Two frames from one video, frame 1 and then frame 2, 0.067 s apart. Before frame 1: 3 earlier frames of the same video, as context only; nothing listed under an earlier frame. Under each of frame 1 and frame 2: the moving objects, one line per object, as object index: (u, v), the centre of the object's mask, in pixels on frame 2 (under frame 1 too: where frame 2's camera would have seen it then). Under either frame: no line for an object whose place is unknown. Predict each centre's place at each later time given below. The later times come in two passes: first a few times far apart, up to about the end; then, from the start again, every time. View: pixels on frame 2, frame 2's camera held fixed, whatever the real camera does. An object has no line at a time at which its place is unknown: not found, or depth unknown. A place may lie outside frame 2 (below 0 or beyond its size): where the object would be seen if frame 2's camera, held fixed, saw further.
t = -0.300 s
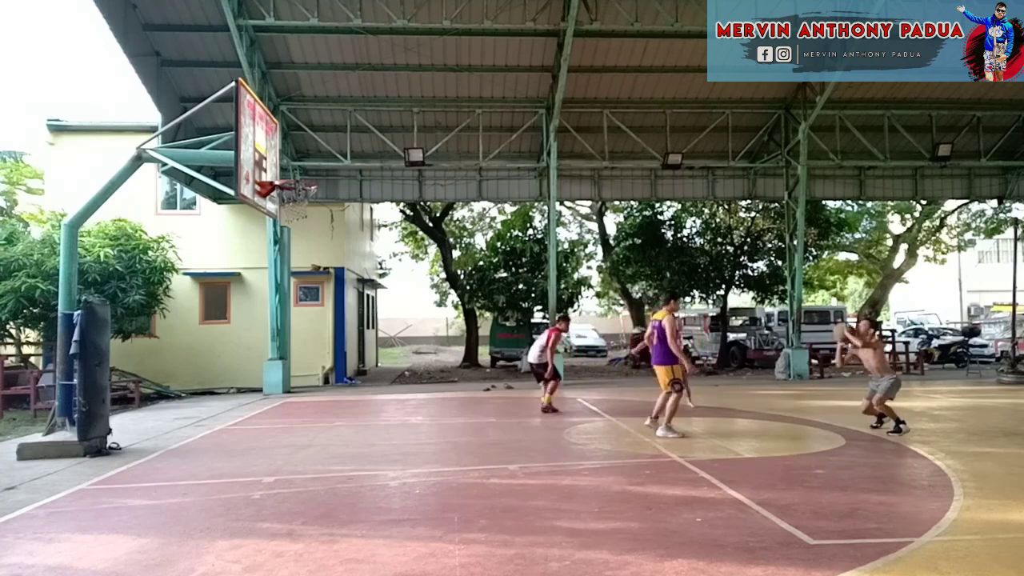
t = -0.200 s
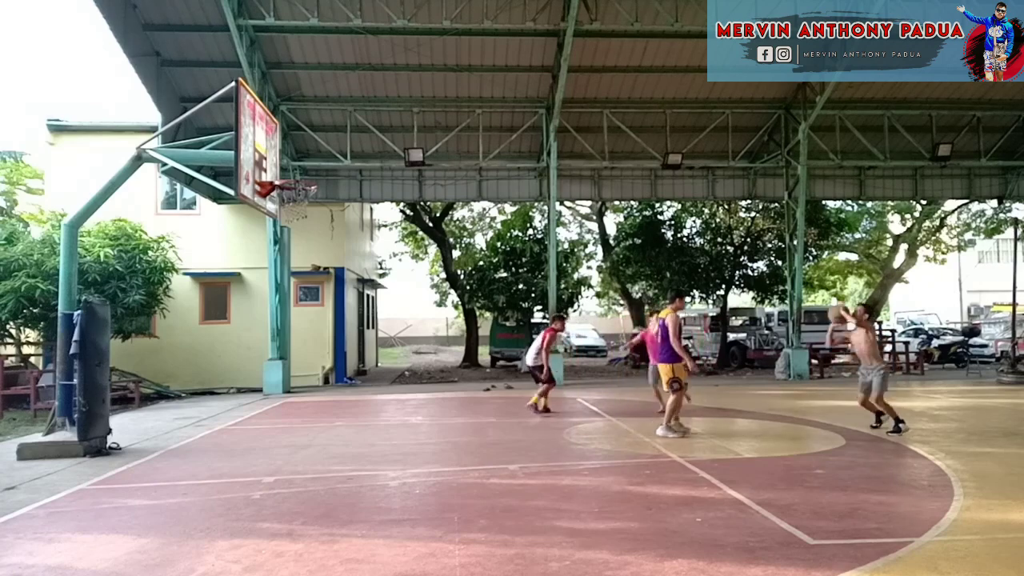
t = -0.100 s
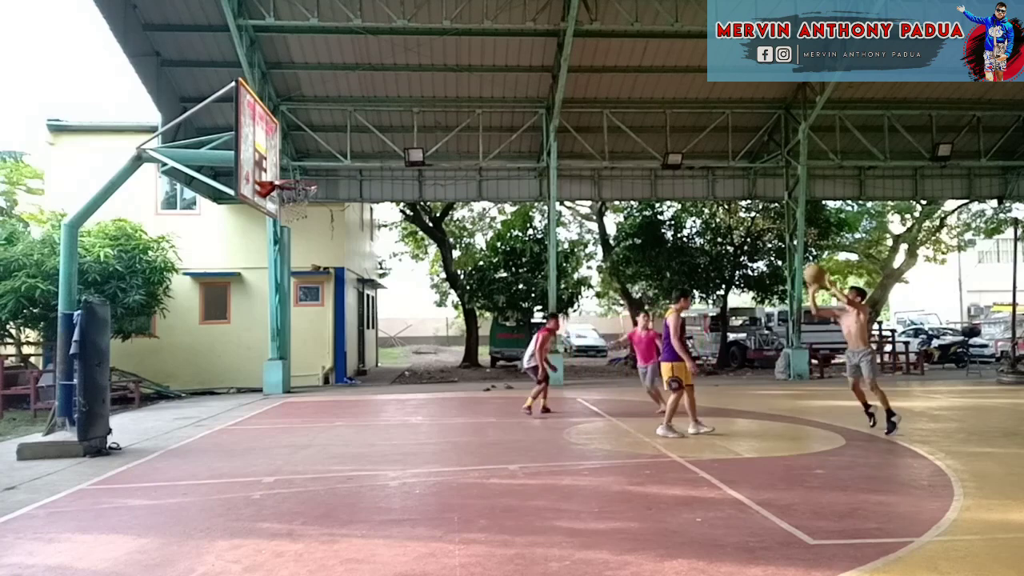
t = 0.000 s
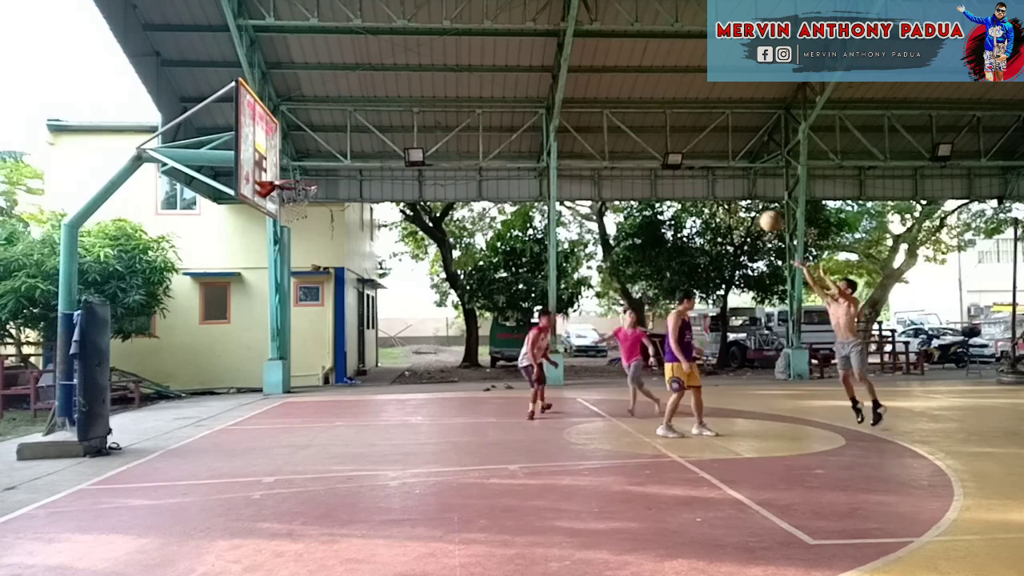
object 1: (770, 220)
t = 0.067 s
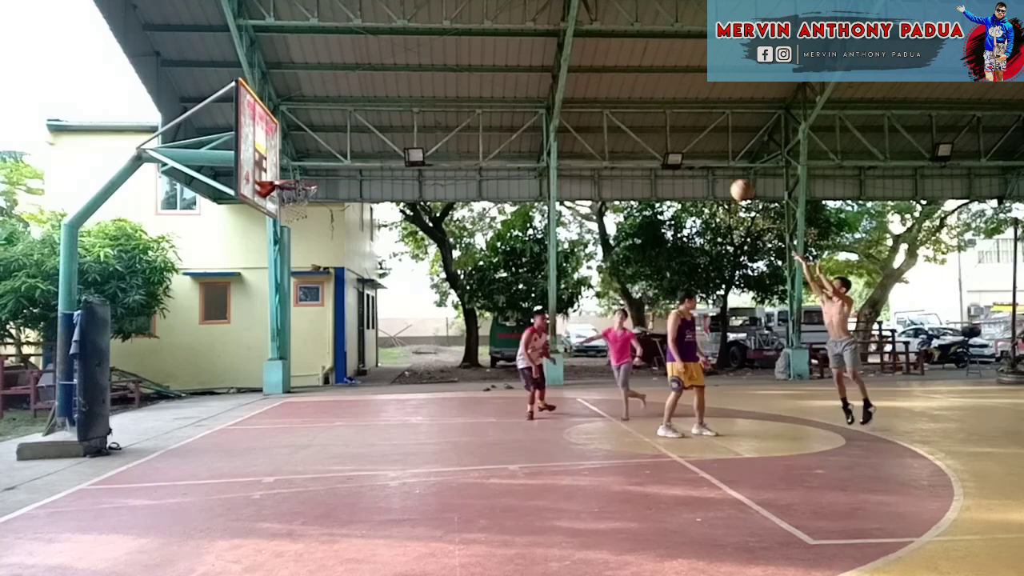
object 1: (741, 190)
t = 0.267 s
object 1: (654, 120)
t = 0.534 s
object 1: (540, 78)
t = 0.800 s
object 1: (426, 94)
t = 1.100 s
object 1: (305, 170)
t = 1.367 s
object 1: (267, 142)
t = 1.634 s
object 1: (293, 154)
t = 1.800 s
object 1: (311, 193)
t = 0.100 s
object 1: (725, 176)
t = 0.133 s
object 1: (711, 163)
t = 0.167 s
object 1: (697, 150)
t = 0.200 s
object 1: (681, 140)
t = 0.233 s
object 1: (667, 129)
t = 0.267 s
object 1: (654, 120)
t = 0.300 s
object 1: (640, 111)
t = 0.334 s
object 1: (625, 104)
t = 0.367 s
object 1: (611, 98)
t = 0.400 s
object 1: (596, 92)
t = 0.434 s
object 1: (582, 87)
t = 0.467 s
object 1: (568, 83)
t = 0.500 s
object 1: (553, 80)
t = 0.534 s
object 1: (540, 78)
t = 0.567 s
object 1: (526, 77)
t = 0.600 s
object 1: (512, 76)
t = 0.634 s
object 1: (497, 77)
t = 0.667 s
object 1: (482, 79)
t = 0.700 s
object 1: (468, 81)
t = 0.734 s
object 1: (454, 84)
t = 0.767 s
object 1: (439, 88)
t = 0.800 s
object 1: (426, 94)
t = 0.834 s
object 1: (411, 101)
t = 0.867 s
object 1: (397, 108)
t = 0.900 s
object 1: (383, 116)
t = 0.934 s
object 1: (369, 124)
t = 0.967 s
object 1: (354, 135)
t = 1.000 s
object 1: (339, 146)
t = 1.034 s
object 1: (325, 158)
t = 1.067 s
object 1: (310, 171)
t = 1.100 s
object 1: (305, 170)
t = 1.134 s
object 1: (300, 162)
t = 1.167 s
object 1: (296, 157)
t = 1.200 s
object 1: (291, 152)
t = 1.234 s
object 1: (286, 148)
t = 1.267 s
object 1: (283, 145)
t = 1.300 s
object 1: (278, 143)
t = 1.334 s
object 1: (273, 142)
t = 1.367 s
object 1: (267, 142)
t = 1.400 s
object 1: (268, 140)
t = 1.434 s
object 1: (272, 139)
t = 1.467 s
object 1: (275, 139)
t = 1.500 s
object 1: (279, 141)
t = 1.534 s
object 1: (283, 142)
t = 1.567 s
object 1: (286, 145)
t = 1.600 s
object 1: (289, 149)
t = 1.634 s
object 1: (293, 154)
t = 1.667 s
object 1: (296, 160)
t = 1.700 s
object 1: (301, 167)
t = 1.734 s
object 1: (304, 174)
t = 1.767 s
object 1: (308, 183)
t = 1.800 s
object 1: (311, 193)
